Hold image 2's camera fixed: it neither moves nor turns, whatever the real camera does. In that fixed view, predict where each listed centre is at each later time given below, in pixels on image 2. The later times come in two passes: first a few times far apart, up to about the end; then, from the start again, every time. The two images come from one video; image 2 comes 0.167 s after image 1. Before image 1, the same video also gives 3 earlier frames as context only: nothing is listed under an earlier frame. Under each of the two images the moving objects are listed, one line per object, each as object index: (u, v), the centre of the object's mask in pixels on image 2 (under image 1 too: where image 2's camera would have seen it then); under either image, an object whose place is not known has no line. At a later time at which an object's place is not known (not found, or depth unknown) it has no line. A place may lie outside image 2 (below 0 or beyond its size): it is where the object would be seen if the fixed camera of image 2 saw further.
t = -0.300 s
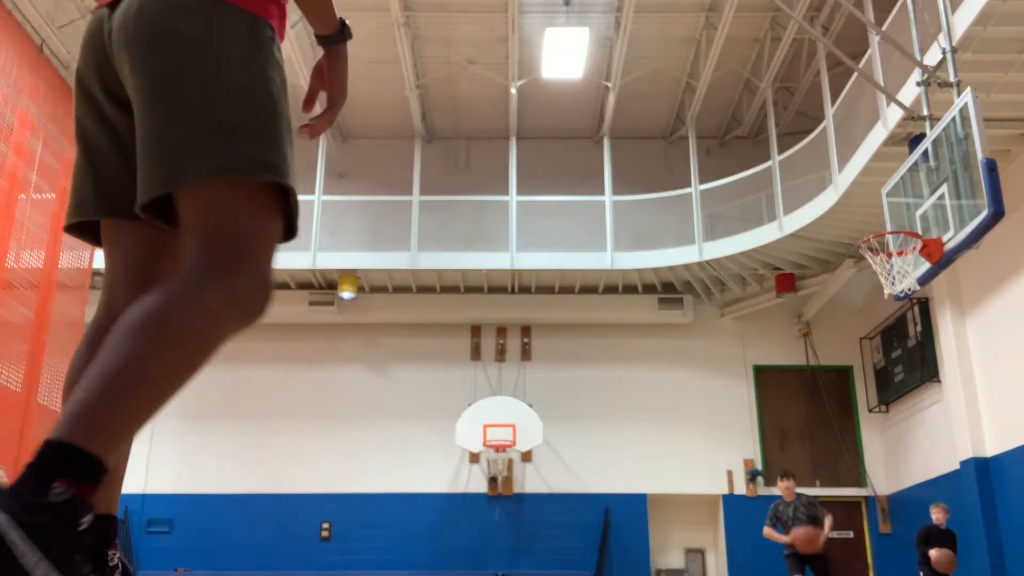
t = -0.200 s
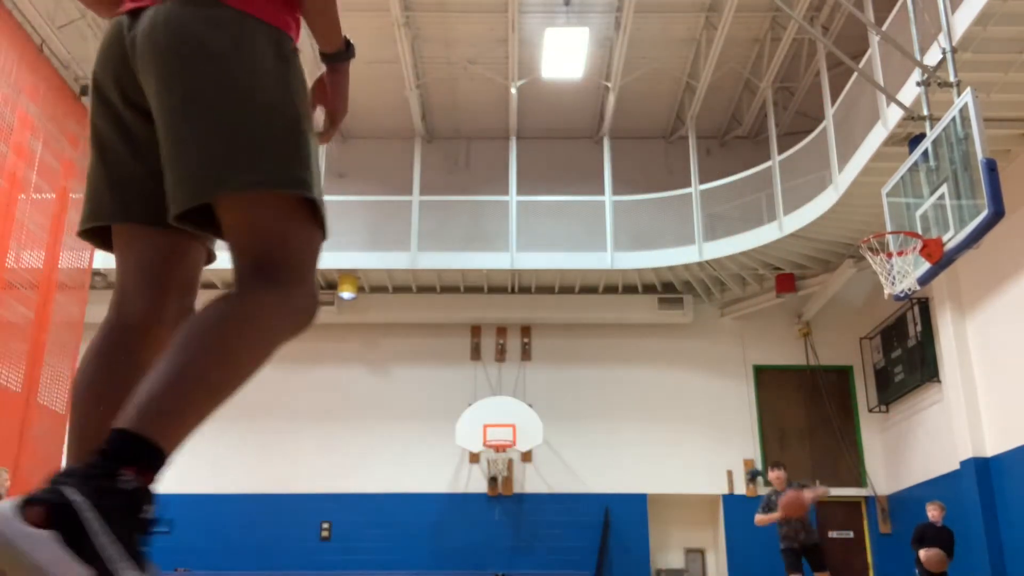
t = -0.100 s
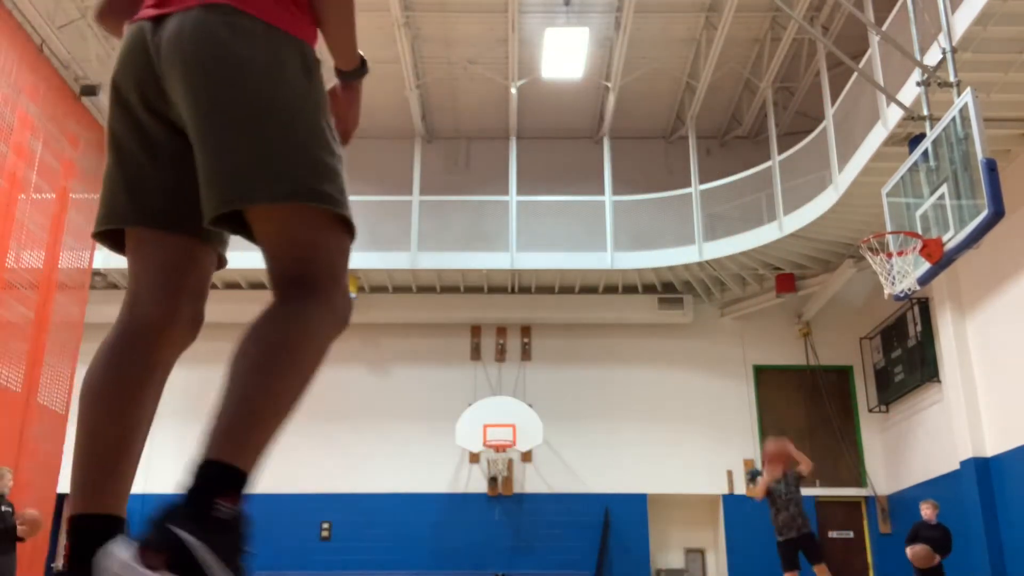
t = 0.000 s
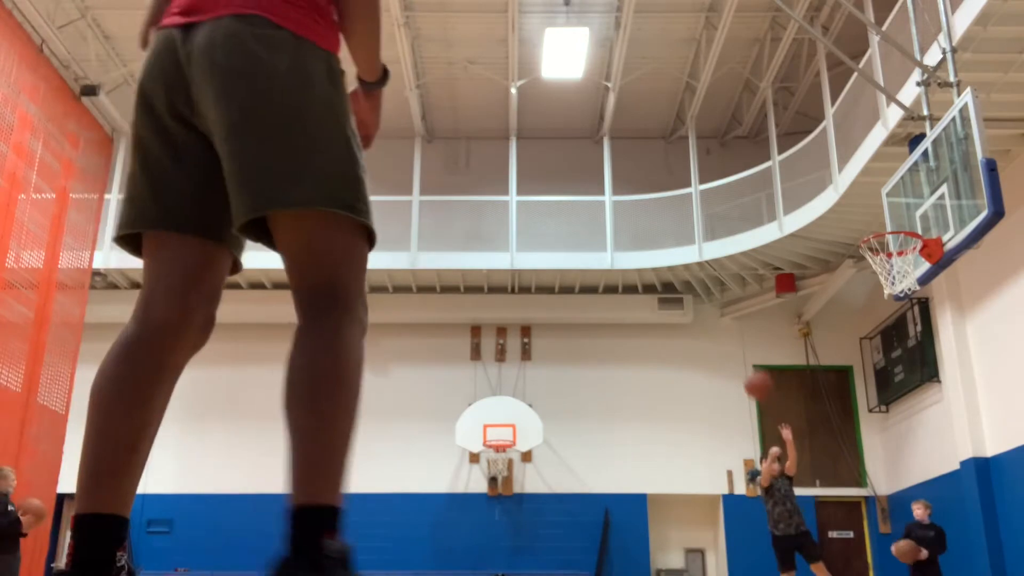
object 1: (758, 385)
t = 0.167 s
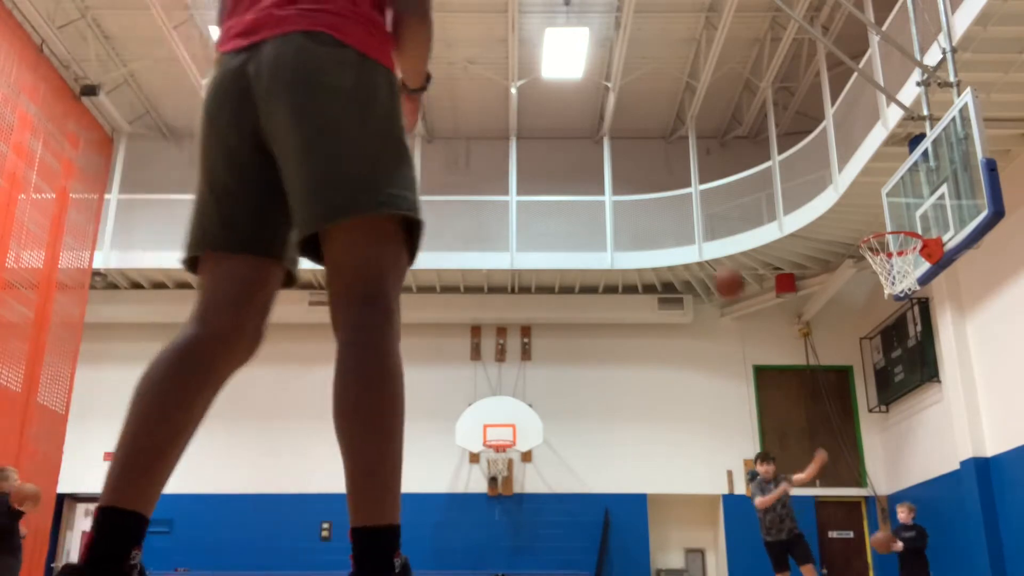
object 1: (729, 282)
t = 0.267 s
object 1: (710, 228)
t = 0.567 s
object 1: (639, 105)
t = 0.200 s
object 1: (723, 265)
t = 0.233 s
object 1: (716, 246)
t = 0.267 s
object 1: (710, 228)
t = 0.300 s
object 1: (704, 212)
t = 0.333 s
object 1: (697, 196)
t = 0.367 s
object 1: (689, 179)
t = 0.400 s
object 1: (681, 165)
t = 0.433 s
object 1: (673, 150)
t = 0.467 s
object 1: (665, 137)
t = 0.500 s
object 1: (657, 125)
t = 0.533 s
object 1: (648, 114)
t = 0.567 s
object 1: (639, 105)
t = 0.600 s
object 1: (628, 94)
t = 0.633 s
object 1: (616, 86)
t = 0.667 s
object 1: (605, 81)
